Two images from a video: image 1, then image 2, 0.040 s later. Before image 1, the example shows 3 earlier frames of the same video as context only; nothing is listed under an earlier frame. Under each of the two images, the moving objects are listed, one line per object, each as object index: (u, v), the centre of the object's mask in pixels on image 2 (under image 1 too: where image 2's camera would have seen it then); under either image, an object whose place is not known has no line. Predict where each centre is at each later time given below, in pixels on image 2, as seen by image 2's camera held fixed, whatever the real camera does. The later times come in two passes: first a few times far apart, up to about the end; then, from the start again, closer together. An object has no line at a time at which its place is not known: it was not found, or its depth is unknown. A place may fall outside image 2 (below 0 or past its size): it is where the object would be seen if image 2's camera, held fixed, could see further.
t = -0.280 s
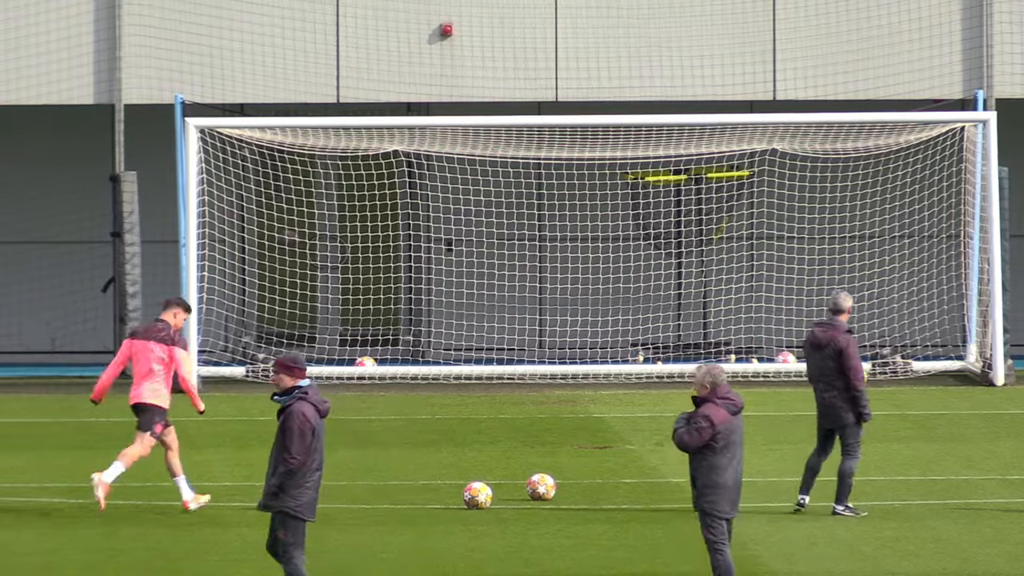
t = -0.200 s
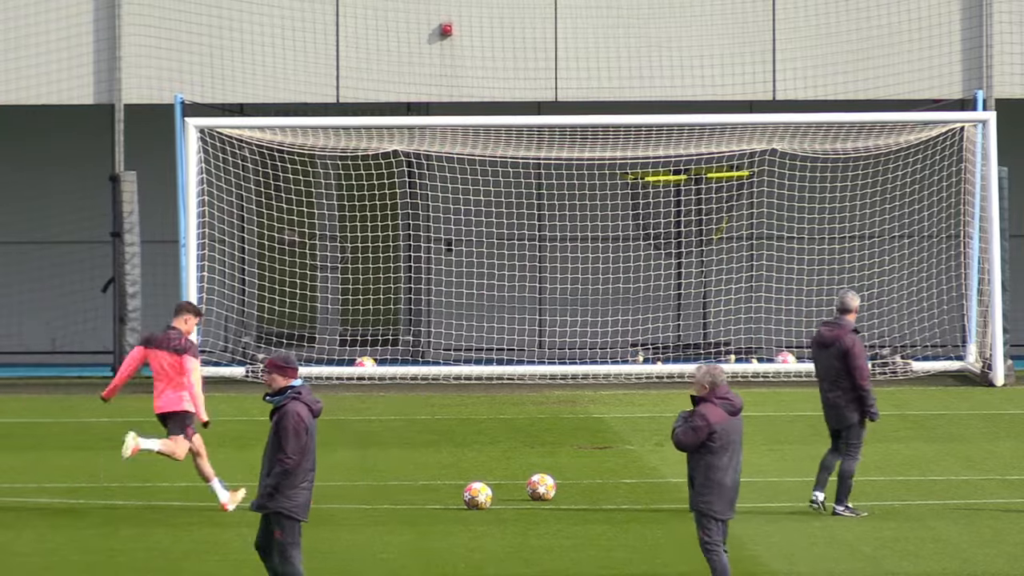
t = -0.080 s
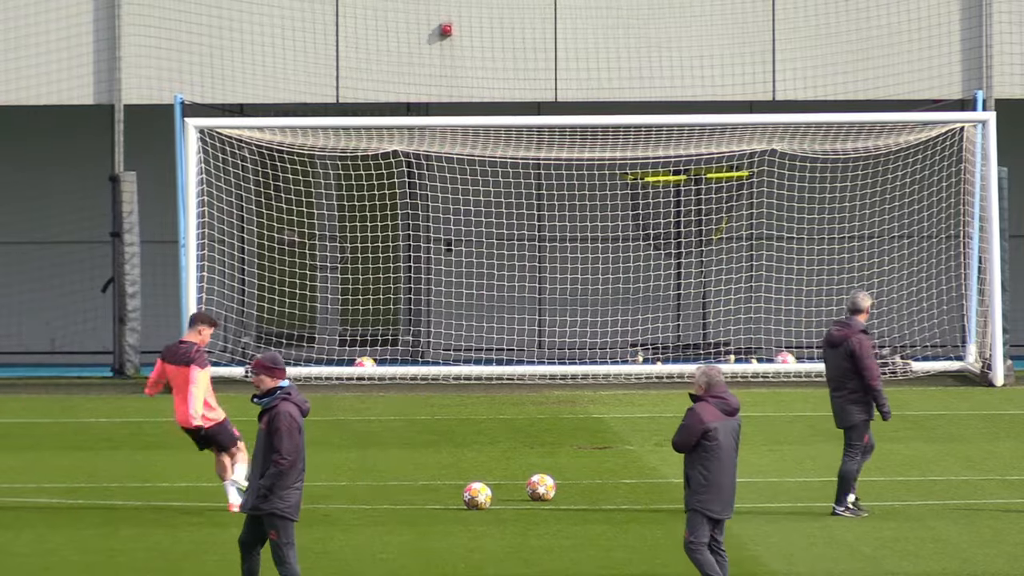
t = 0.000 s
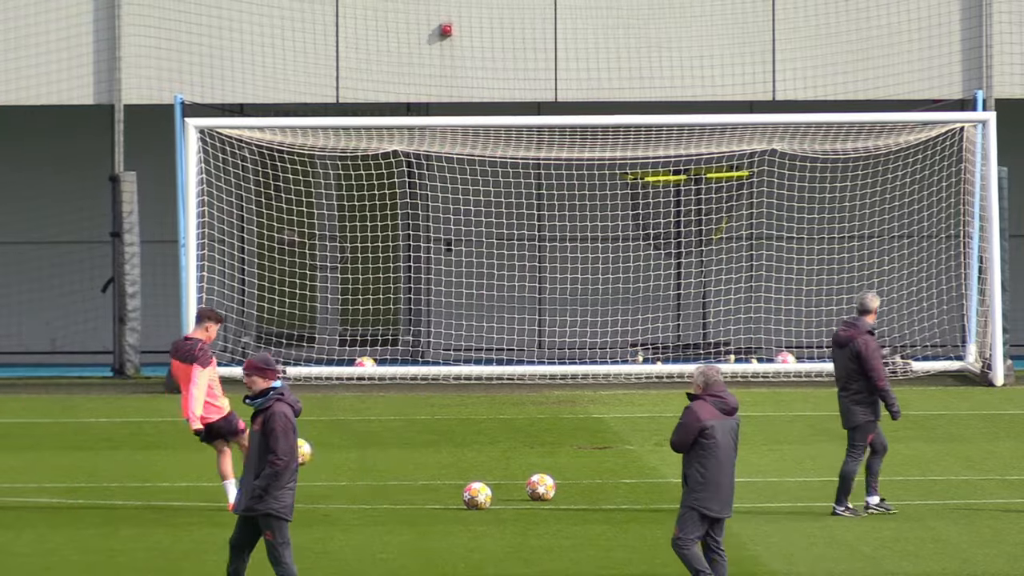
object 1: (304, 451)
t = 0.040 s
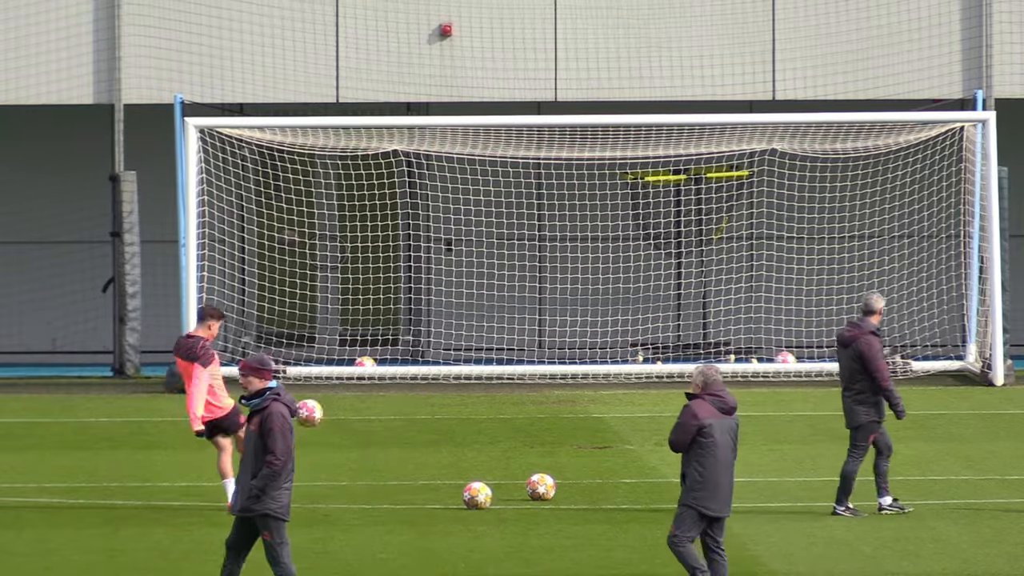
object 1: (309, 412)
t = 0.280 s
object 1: (352, 230)
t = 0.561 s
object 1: (363, 116)
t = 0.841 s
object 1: (352, 91)
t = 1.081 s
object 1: (325, 132)
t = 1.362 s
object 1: (298, 365)
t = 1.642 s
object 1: (309, 325)
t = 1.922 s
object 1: (337, 366)
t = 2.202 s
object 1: (350, 348)
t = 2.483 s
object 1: (364, 369)
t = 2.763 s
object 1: (379, 379)
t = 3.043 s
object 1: (394, 379)
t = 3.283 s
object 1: (407, 381)
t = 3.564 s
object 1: (422, 382)
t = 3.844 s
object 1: (435, 383)
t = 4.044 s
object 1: (443, 384)
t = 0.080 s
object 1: (319, 375)
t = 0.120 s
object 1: (329, 342)
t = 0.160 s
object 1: (336, 311)
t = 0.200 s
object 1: (343, 282)
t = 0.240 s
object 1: (348, 255)
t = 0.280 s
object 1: (352, 230)
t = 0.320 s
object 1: (356, 208)
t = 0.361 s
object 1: (358, 187)
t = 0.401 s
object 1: (360, 169)
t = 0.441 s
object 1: (361, 154)
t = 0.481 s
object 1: (362, 139)
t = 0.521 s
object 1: (363, 127)
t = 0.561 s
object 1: (363, 116)
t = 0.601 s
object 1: (363, 107)
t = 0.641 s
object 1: (362, 101)
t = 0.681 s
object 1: (361, 95)
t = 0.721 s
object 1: (359, 91)
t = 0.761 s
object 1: (357, 90)
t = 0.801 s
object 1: (354, 89)
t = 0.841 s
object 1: (352, 91)
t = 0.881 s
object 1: (348, 94)
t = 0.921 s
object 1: (344, 98)
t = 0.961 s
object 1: (340, 104)
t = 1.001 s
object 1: (335, 112)
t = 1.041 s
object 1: (330, 120)
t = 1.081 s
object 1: (325, 132)
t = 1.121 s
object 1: (320, 161)
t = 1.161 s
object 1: (316, 205)
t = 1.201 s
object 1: (312, 248)
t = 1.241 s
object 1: (308, 293)
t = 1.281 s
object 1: (302, 336)
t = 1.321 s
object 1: (299, 368)
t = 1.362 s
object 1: (298, 365)
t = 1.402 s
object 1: (298, 354)
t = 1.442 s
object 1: (298, 344)
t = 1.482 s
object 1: (299, 338)
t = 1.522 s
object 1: (299, 334)
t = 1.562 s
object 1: (303, 329)
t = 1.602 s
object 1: (307, 326)
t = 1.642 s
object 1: (309, 325)
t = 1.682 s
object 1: (313, 327)
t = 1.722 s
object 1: (316, 331)
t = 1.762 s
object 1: (321, 332)
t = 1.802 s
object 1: (325, 338)
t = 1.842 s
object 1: (329, 346)
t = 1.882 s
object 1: (332, 355)
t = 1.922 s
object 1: (337, 366)
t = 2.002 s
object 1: (342, 366)
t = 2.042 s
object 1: (344, 359)
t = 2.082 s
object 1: (345, 354)
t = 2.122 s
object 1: (348, 349)
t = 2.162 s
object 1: (349, 348)
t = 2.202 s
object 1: (350, 348)
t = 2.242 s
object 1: (352, 349)
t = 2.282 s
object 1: (354, 354)
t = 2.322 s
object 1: (356, 359)
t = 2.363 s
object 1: (356, 366)
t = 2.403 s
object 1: (362, 370)
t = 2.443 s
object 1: (363, 370)
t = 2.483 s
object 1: (364, 369)
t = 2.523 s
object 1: (365, 366)
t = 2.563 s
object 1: (367, 365)
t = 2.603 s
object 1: (369, 365)
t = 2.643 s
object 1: (370, 366)
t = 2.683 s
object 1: (374, 368)
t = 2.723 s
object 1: (376, 373)
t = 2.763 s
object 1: (379, 379)
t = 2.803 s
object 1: (381, 375)
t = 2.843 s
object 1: (383, 374)
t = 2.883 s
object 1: (385, 373)
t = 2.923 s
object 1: (387, 374)
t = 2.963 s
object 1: (390, 378)
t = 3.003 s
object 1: (392, 380)
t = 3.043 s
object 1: (394, 379)
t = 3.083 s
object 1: (396, 378)
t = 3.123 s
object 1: (399, 381)
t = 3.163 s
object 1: (402, 380)
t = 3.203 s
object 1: (403, 380)
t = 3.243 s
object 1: (405, 382)
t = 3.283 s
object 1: (407, 381)
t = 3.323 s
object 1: (410, 382)
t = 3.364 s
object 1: (412, 381)
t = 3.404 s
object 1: (414, 382)
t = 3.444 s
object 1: (416, 382)
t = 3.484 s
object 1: (419, 382)
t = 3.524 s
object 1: (420, 382)
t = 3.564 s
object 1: (422, 382)
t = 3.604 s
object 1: (424, 383)
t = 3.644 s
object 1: (426, 383)
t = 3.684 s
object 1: (428, 383)
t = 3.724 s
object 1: (429, 383)
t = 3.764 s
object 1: (431, 383)
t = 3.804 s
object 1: (433, 383)
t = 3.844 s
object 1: (435, 383)
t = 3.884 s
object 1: (436, 383)
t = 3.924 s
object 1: (438, 383)
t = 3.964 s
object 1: (440, 383)
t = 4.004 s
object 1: (442, 384)
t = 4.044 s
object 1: (443, 384)
